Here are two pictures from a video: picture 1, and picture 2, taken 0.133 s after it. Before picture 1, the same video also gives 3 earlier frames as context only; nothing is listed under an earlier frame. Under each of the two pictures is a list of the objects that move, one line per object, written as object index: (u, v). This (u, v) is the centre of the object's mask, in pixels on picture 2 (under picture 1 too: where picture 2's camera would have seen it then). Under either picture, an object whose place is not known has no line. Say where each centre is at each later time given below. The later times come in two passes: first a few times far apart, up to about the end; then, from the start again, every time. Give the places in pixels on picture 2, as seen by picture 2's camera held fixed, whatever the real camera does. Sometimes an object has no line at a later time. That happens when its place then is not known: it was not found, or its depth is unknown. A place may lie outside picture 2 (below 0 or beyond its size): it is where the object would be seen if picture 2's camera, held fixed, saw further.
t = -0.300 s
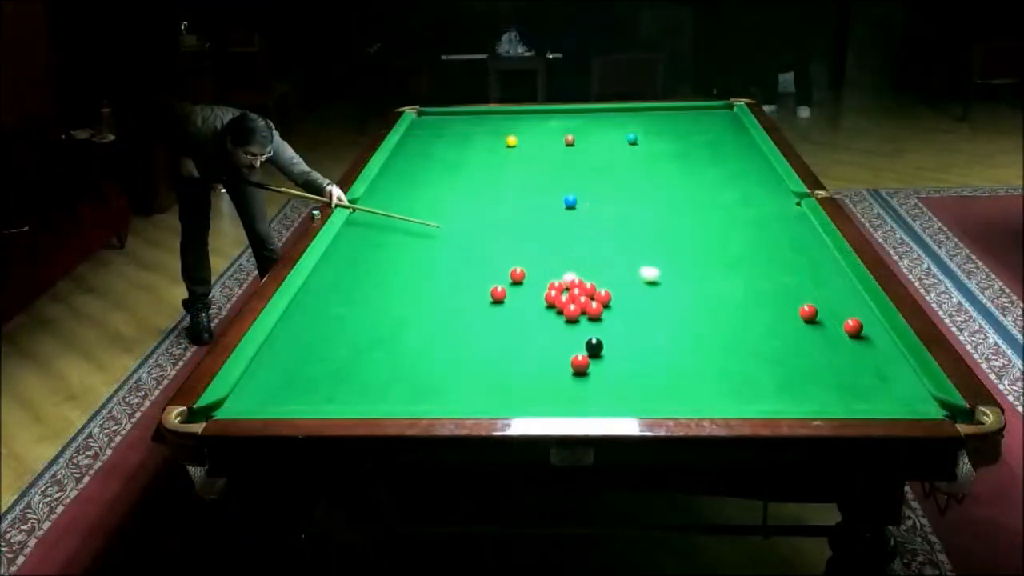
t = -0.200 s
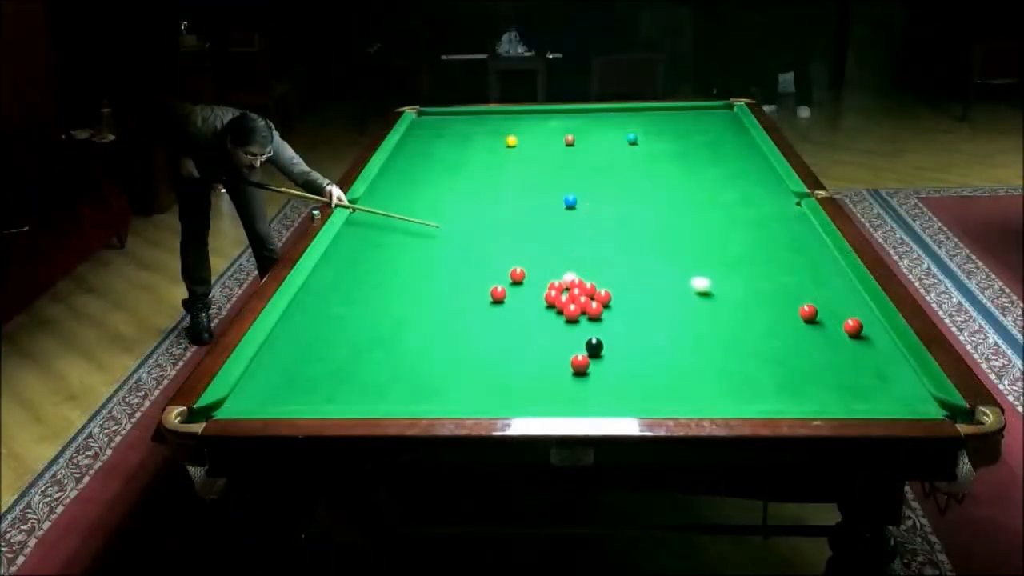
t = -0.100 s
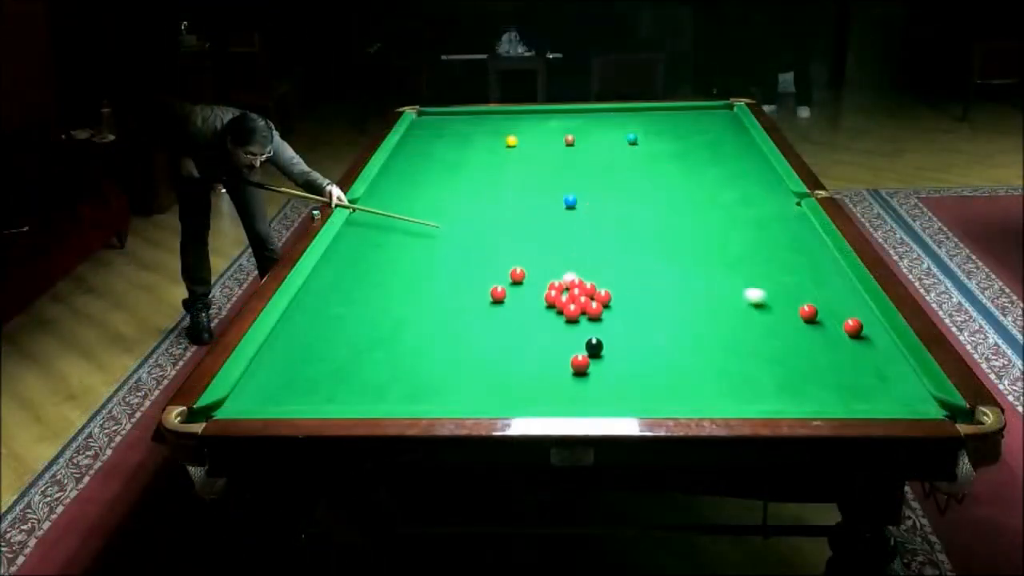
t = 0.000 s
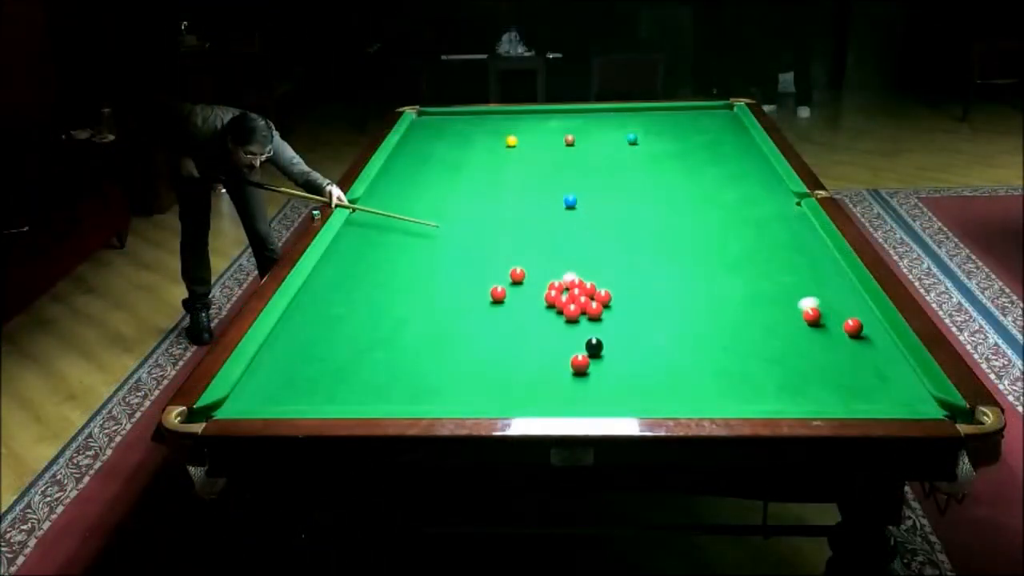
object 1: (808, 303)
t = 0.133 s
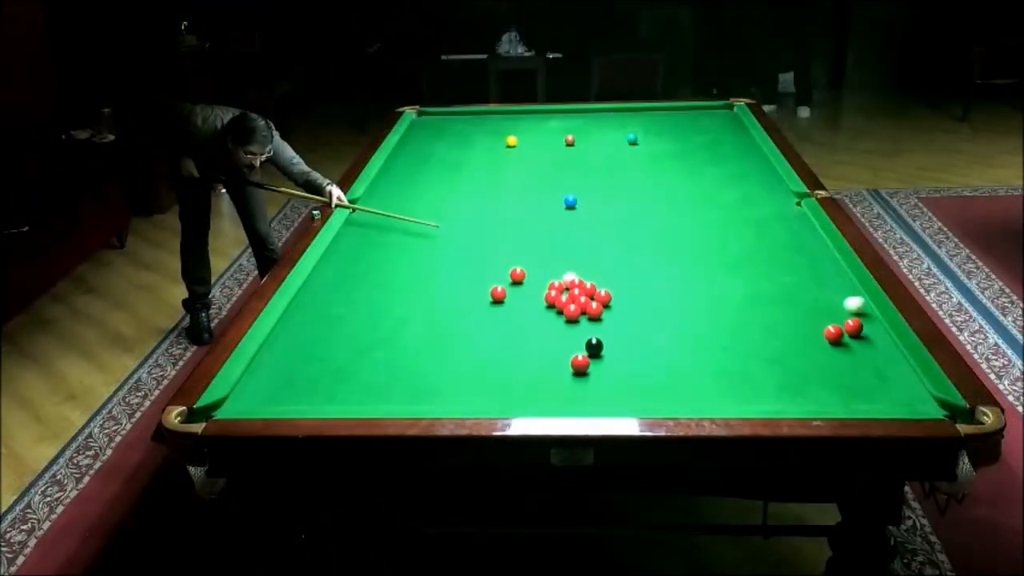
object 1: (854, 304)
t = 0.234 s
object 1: (819, 305)
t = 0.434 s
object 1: (762, 307)
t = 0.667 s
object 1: (698, 309)
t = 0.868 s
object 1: (645, 310)
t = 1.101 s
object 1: (606, 314)
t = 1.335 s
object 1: (592, 321)
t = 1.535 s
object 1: (581, 326)
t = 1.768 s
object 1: (570, 331)
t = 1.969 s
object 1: (560, 336)
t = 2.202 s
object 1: (550, 341)
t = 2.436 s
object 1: (541, 345)
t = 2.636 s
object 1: (534, 348)
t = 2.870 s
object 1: (527, 351)
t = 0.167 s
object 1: (841, 304)
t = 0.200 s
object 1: (830, 305)
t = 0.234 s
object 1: (819, 305)
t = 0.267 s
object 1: (809, 305)
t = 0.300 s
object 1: (799, 306)
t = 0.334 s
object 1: (790, 306)
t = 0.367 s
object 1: (781, 306)
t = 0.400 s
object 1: (771, 307)
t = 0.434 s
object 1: (762, 307)
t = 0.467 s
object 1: (752, 307)
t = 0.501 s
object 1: (744, 308)
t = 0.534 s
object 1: (735, 308)
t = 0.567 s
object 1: (725, 308)
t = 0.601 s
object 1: (716, 308)
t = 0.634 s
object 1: (707, 309)
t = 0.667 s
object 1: (698, 309)
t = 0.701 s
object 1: (689, 309)
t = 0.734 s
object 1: (681, 309)
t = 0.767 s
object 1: (672, 310)
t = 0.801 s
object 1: (663, 310)
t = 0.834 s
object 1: (654, 310)
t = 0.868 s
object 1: (645, 310)
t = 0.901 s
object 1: (637, 311)
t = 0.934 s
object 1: (628, 311)
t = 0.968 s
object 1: (620, 311)
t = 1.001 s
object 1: (612, 312)
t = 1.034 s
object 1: (610, 313)
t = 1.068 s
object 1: (608, 314)
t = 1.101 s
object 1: (606, 314)
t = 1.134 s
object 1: (603, 316)
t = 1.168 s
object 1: (601, 316)
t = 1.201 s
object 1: (599, 317)
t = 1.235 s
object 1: (597, 318)
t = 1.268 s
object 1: (595, 319)
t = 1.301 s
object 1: (593, 320)
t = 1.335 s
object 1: (592, 321)
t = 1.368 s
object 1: (590, 322)
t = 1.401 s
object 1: (588, 322)
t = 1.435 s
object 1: (587, 323)
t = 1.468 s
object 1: (585, 324)
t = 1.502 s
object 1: (583, 325)
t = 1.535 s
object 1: (581, 326)
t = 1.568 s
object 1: (580, 327)
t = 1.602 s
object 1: (578, 327)
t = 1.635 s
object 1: (576, 328)
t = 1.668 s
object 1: (574, 329)
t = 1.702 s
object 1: (573, 330)
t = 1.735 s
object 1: (571, 331)
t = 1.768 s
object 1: (570, 331)
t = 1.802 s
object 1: (568, 333)
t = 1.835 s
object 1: (566, 333)
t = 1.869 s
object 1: (565, 334)
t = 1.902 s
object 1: (563, 334)
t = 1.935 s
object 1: (562, 335)
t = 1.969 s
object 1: (560, 336)
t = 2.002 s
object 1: (559, 336)
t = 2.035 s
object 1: (557, 337)
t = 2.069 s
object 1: (556, 338)
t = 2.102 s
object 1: (554, 339)
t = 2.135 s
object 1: (553, 339)
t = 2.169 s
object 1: (551, 340)
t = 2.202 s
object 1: (550, 341)
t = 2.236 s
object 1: (549, 341)
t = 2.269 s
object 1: (547, 342)
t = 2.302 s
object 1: (546, 342)
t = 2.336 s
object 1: (545, 343)
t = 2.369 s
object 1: (543, 344)
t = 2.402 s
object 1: (542, 344)
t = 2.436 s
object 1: (541, 345)
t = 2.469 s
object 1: (540, 345)
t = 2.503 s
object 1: (539, 346)
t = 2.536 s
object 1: (538, 347)
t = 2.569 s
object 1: (537, 347)
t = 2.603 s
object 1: (535, 348)
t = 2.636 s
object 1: (534, 348)
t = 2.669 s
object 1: (533, 349)
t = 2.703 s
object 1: (532, 349)
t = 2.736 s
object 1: (531, 350)
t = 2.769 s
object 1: (530, 350)
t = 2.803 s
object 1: (529, 351)
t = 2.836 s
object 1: (528, 351)
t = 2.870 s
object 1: (527, 351)
